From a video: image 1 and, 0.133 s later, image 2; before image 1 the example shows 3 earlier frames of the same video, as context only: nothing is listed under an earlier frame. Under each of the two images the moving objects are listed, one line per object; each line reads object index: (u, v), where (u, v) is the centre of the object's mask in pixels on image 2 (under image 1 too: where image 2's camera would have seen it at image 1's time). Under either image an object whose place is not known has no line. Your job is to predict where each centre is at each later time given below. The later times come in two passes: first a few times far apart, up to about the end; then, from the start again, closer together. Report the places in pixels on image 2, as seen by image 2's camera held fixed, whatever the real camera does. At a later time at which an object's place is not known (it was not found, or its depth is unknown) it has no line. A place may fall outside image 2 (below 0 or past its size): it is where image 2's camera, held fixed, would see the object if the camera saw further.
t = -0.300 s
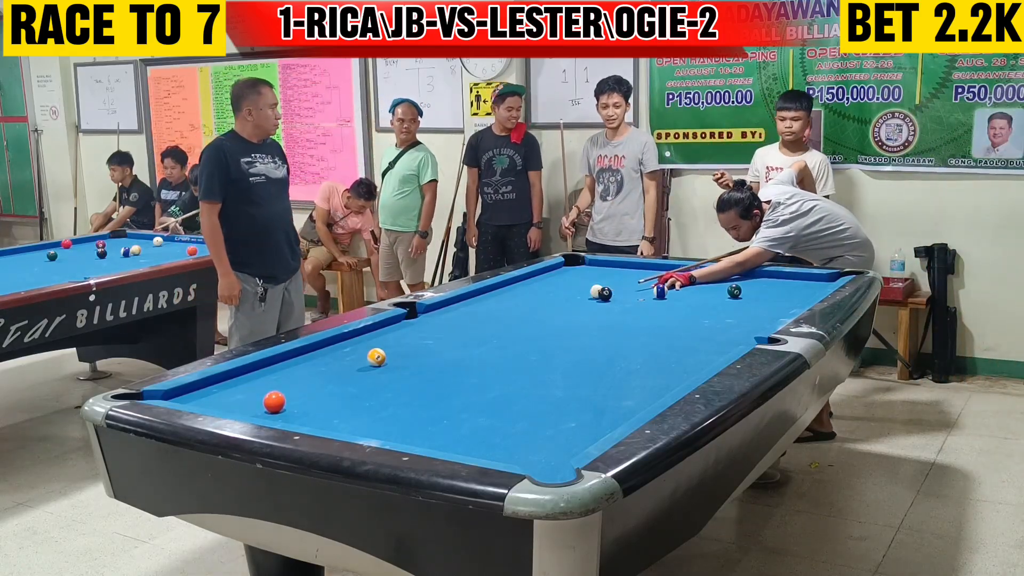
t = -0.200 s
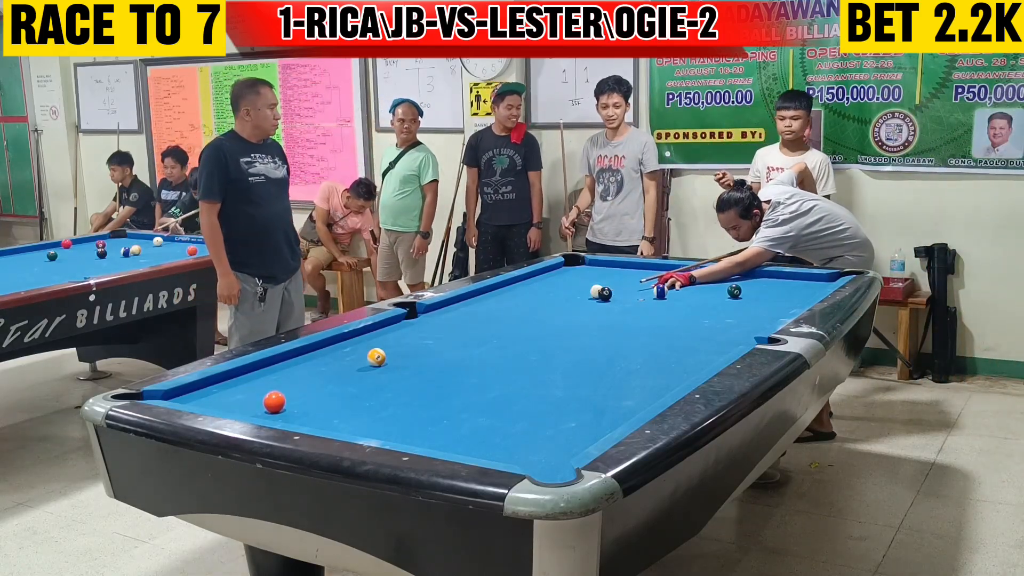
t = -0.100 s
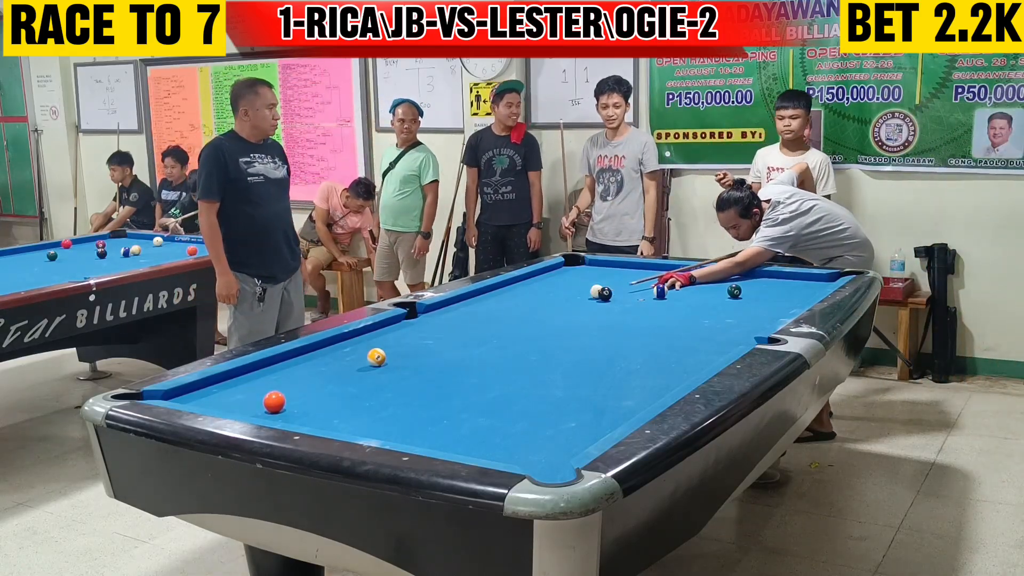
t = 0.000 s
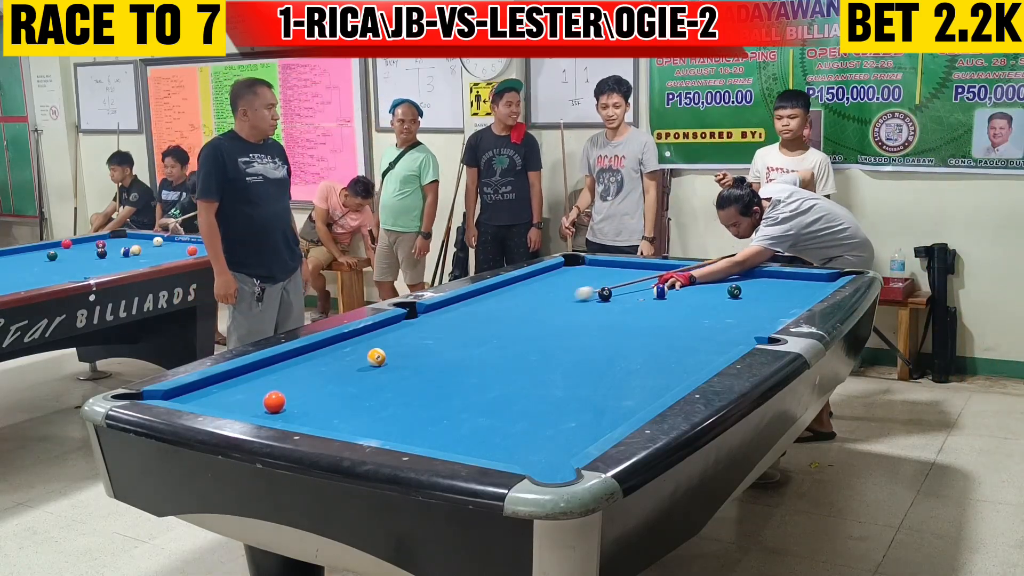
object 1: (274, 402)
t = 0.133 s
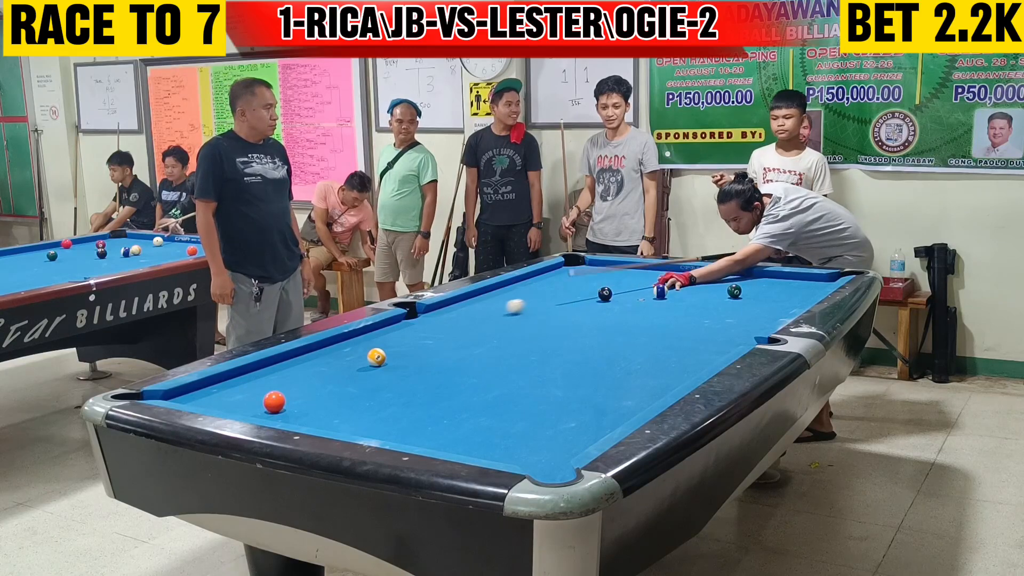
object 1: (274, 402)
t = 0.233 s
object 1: (274, 402)
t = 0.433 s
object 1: (274, 402)
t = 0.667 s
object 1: (274, 402)
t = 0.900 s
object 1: (274, 402)
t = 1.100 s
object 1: (301, 402)
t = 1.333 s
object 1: (362, 403)
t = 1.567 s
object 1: (415, 404)
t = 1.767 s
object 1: (463, 405)
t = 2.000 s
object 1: (519, 406)
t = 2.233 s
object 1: (572, 407)
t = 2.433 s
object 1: (614, 408)
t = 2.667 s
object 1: (633, 405)
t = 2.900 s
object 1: (619, 400)
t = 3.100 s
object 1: (607, 397)
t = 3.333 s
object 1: (596, 393)
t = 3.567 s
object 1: (585, 389)
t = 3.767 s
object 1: (578, 387)
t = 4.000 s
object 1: (571, 384)
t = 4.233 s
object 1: (565, 382)
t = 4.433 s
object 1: (561, 381)
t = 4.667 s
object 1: (557, 380)
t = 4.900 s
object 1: (554, 379)
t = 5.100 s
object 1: (553, 378)
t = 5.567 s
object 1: (552, 378)
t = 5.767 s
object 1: (552, 378)
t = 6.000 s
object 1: (552, 378)
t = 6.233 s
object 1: (552, 378)
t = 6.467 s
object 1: (552, 378)
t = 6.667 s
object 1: (552, 379)
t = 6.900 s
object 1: (552, 378)
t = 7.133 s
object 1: (552, 378)
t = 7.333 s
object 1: (552, 378)
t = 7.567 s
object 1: (552, 378)
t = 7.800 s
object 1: (552, 378)
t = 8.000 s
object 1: (552, 378)
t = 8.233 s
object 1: (552, 378)
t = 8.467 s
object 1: (552, 378)
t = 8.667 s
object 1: (552, 378)
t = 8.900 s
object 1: (552, 378)
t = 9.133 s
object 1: (552, 378)
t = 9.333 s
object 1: (552, 378)
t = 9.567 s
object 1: (552, 378)
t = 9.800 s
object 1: (552, 378)
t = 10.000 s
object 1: (552, 379)
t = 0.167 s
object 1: (274, 402)
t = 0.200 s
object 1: (274, 402)
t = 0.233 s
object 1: (274, 402)
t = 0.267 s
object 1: (274, 402)
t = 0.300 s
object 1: (274, 402)
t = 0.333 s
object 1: (274, 402)
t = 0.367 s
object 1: (274, 402)
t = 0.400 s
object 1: (274, 402)
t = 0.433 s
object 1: (274, 402)
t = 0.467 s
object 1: (274, 402)
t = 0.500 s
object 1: (274, 402)
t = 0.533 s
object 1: (274, 402)
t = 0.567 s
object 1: (274, 402)
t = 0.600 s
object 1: (274, 402)
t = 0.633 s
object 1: (274, 402)
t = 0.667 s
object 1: (274, 402)
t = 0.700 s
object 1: (274, 402)
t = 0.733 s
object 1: (274, 402)
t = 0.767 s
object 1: (274, 402)
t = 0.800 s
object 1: (274, 402)
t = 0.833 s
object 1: (274, 402)
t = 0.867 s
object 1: (274, 402)
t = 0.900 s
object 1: (274, 402)
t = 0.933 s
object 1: (274, 402)
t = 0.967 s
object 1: (274, 402)
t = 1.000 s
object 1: (274, 402)
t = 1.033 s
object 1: (278, 402)
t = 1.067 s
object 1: (290, 402)
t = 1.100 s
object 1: (301, 402)
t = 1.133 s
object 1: (311, 403)
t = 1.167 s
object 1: (319, 403)
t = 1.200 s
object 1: (328, 403)
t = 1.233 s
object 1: (336, 403)
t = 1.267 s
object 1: (345, 403)
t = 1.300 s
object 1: (353, 403)
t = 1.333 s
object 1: (362, 403)
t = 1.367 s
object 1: (370, 403)
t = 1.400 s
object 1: (379, 403)
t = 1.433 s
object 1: (387, 404)
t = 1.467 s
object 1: (391, 404)
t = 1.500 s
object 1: (399, 404)
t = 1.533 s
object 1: (407, 404)
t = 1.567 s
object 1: (415, 404)
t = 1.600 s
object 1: (423, 404)
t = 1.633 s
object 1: (432, 404)
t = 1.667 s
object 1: (440, 405)
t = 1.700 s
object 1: (448, 405)
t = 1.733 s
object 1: (456, 405)
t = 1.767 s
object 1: (463, 405)
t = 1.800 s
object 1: (471, 405)
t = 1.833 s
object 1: (479, 405)
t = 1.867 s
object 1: (487, 405)
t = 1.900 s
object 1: (495, 405)
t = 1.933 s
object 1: (503, 406)
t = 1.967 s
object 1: (511, 406)
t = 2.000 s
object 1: (519, 406)
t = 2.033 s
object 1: (527, 406)
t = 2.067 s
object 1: (534, 406)
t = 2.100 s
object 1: (542, 406)
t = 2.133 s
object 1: (550, 406)
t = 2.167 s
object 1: (557, 407)
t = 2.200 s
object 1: (565, 407)
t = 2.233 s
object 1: (572, 407)
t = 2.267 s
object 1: (580, 407)
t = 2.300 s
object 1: (588, 407)
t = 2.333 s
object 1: (591, 408)
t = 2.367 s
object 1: (599, 408)
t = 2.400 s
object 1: (606, 408)
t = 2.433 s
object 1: (614, 408)
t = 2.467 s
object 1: (621, 408)
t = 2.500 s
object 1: (628, 408)
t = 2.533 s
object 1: (635, 406)
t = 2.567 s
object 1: (639, 406)
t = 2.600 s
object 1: (637, 406)
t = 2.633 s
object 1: (635, 406)
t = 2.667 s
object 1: (633, 405)
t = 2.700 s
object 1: (631, 405)
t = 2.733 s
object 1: (629, 404)
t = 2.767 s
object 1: (627, 403)
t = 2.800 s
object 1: (625, 403)
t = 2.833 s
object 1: (623, 402)
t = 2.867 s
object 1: (621, 401)
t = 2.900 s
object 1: (619, 400)
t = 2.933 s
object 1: (616, 400)
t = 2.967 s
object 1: (614, 399)
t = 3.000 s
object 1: (613, 398)
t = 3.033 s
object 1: (611, 398)
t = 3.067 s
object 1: (609, 397)
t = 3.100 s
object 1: (607, 397)
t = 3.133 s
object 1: (605, 396)
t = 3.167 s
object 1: (603, 395)
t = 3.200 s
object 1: (602, 395)
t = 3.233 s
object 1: (601, 394)
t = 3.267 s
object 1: (599, 394)
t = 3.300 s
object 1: (598, 393)
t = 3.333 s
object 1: (596, 393)
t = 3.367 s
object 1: (594, 392)
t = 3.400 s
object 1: (593, 392)
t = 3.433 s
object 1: (591, 391)
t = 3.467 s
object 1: (590, 391)
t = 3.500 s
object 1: (588, 390)
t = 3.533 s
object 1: (587, 390)
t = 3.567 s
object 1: (585, 389)
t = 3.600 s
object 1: (584, 389)
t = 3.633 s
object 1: (583, 388)
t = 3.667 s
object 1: (582, 388)
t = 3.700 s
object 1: (580, 388)
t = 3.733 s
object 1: (579, 387)
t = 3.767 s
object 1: (578, 387)
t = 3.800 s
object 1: (577, 386)
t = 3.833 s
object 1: (576, 386)
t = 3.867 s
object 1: (575, 385)
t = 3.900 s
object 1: (574, 385)
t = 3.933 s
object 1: (573, 385)
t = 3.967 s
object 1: (572, 385)
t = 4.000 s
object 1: (571, 384)
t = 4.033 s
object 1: (570, 384)
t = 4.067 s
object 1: (568, 384)
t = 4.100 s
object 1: (568, 383)
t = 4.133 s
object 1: (567, 383)
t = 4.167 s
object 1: (567, 383)
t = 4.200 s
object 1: (566, 382)
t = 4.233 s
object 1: (565, 382)
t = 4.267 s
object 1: (564, 382)
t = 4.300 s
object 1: (563, 382)
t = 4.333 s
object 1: (563, 382)
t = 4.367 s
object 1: (562, 381)
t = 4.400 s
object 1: (561, 381)
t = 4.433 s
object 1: (561, 381)
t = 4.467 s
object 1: (560, 381)
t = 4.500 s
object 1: (559, 380)
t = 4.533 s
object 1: (559, 380)
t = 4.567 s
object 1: (558, 380)
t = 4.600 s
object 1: (558, 380)
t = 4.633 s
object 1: (557, 380)
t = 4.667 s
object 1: (557, 380)
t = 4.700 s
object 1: (556, 379)
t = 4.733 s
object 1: (556, 379)
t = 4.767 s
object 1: (555, 379)
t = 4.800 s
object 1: (555, 379)
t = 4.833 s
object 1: (555, 379)
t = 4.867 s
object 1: (554, 379)
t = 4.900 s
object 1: (554, 379)
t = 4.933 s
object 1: (554, 379)
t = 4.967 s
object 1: (553, 379)
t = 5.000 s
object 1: (553, 379)
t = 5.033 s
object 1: (553, 379)
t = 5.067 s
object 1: (553, 379)
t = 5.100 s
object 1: (553, 378)
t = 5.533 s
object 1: (552, 378)
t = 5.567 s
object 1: (552, 378)
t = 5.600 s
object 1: (552, 378)
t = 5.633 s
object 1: (552, 378)
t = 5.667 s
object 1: (552, 378)
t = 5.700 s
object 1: (552, 378)
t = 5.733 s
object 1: (552, 378)
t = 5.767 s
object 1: (552, 378)
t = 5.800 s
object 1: (552, 378)
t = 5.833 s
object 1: (552, 378)
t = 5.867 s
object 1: (552, 378)
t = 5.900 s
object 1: (552, 378)
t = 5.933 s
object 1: (552, 378)
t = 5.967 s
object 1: (552, 378)
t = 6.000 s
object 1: (552, 378)
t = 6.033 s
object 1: (552, 378)
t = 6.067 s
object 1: (552, 378)
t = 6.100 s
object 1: (552, 378)
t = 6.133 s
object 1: (552, 378)
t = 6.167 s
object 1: (552, 379)
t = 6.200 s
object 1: (552, 379)
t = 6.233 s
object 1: (552, 378)
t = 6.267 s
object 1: (552, 378)
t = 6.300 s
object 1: (552, 378)
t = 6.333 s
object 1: (552, 378)
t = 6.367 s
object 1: (552, 378)
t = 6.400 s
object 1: (552, 378)
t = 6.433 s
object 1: (552, 378)
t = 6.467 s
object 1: (552, 378)
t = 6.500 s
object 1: (552, 378)
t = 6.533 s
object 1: (552, 378)
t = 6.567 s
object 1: (552, 379)
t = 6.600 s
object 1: (552, 378)
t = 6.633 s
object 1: (552, 378)
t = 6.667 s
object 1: (552, 379)
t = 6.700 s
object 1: (552, 378)
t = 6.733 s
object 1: (552, 378)
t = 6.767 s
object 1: (552, 378)
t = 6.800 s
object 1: (552, 378)
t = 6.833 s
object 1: (552, 379)
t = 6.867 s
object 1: (552, 378)
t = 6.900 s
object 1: (552, 378)
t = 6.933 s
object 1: (552, 378)
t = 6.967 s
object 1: (552, 378)
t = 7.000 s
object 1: (552, 378)
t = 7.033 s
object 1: (552, 378)
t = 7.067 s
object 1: (552, 378)
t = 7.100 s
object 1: (552, 378)
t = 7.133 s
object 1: (552, 378)
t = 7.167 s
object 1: (552, 378)
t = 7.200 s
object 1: (552, 379)
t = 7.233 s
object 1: (552, 378)
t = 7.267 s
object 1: (552, 378)
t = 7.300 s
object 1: (552, 378)
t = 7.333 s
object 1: (552, 378)
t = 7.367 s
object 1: (552, 378)
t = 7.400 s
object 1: (552, 378)
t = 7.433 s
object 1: (552, 378)
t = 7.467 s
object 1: (552, 378)
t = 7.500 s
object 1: (552, 378)
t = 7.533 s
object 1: (552, 378)
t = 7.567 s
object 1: (552, 378)
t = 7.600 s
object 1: (552, 378)
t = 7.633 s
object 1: (552, 378)
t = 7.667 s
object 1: (552, 378)
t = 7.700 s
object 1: (552, 378)
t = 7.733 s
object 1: (552, 378)
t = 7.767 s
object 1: (552, 378)
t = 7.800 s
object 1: (552, 378)
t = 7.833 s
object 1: (552, 378)
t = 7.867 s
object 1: (552, 378)
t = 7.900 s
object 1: (552, 378)
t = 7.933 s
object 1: (552, 378)
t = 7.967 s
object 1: (552, 378)
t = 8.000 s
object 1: (552, 378)
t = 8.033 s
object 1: (552, 378)
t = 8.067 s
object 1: (552, 378)
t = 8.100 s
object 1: (552, 378)
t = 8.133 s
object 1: (552, 378)
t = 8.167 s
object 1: (552, 378)
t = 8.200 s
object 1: (552, 378)
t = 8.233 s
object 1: (552, 378)
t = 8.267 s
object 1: (552, 378)
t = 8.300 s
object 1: (552, 378)
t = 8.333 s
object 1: (552, 378)
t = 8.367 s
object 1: (552, 378)
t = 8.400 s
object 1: (552, 378)
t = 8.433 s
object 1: (552, 378)
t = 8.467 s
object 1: (552, 378)
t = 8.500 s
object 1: (552, 378)
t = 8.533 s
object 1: (552, 378)
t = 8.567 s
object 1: (552, 378)
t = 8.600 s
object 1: (552, 378)
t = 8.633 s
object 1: (552, 378)
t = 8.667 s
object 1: (552, 378)
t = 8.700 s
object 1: (552, 378)
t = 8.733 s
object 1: (552, 378)
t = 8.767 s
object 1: (552, 378)
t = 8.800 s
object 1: (552, 378)
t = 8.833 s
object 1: (552, 378)
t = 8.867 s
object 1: (552, 378)
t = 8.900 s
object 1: (552, 378)
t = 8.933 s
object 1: (552, 378)
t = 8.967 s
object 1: (552, 378)
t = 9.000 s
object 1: (552, 378)
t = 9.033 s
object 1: (552, 378)
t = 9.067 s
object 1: (552, 378)
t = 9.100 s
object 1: (552, 378)
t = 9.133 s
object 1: (552, 378)
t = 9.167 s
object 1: (552, 378)
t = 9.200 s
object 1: (552, 378)
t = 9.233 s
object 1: (552, 378)
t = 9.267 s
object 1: (552, 378)
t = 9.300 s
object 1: (552, 378)
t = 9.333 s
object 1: (552, 378)
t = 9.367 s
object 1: (552, 378)
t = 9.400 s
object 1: (552, 378)
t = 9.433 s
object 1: (552, 378)
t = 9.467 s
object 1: (552, 378)
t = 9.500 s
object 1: (552, 378)
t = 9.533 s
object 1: (552, 378)
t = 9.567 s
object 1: (552, 378)
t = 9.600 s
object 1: (552, 378)
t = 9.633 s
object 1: (552, 378)
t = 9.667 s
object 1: (552, 378)
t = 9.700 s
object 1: (552, 378)
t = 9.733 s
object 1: (552, 379)
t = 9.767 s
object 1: (552, 378)
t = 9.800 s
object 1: (552, 378)
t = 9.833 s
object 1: (552, 378)
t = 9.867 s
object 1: (552, 378)
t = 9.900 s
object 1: (552, 378)
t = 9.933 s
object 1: (552, 378)
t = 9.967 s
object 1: (552, 379)
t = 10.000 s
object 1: (552, 379)
